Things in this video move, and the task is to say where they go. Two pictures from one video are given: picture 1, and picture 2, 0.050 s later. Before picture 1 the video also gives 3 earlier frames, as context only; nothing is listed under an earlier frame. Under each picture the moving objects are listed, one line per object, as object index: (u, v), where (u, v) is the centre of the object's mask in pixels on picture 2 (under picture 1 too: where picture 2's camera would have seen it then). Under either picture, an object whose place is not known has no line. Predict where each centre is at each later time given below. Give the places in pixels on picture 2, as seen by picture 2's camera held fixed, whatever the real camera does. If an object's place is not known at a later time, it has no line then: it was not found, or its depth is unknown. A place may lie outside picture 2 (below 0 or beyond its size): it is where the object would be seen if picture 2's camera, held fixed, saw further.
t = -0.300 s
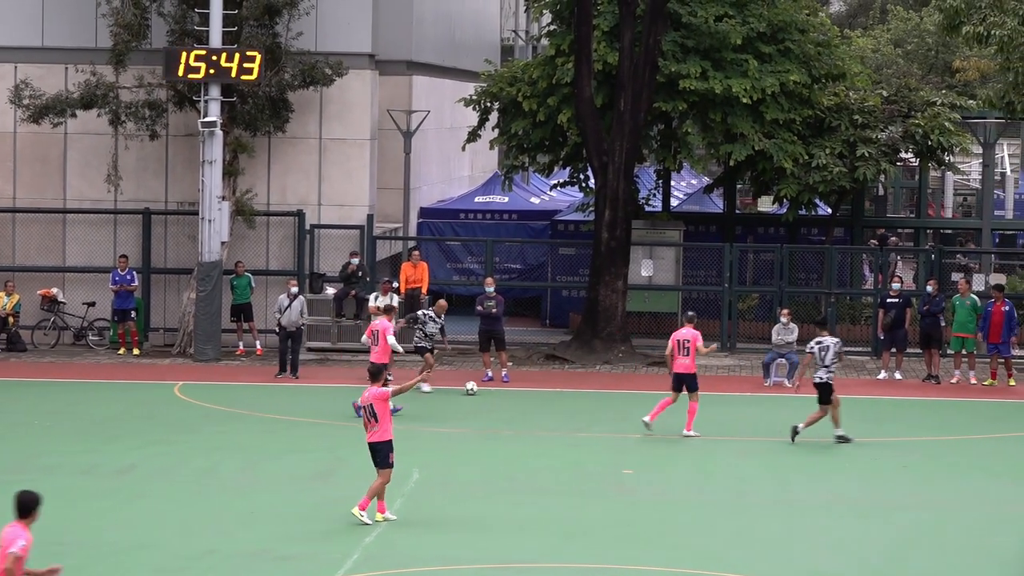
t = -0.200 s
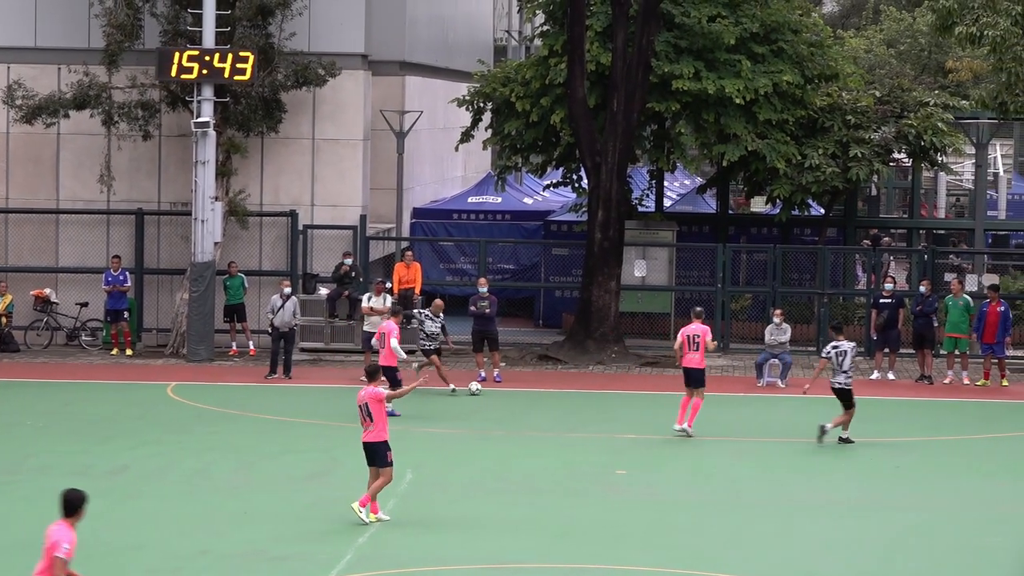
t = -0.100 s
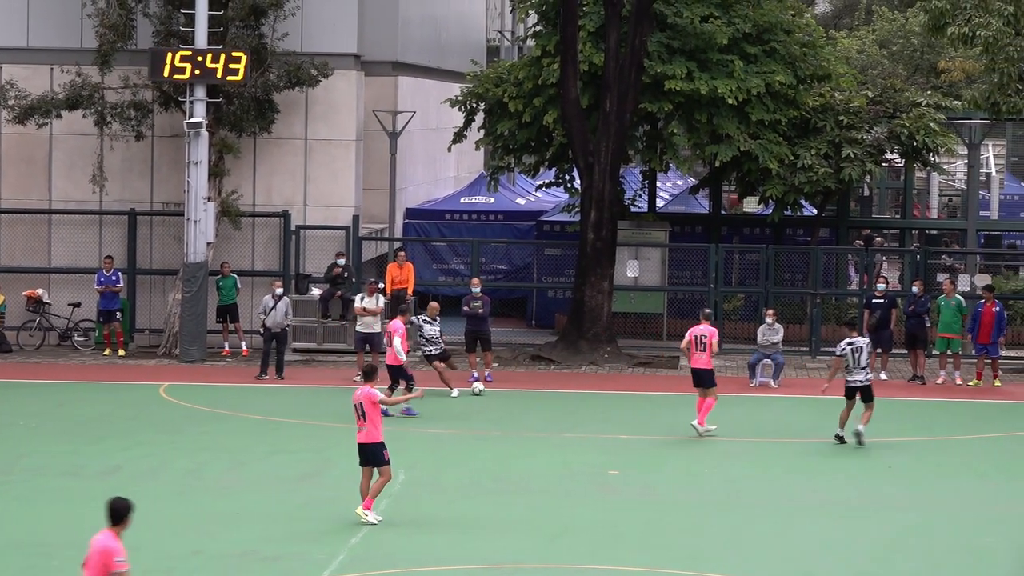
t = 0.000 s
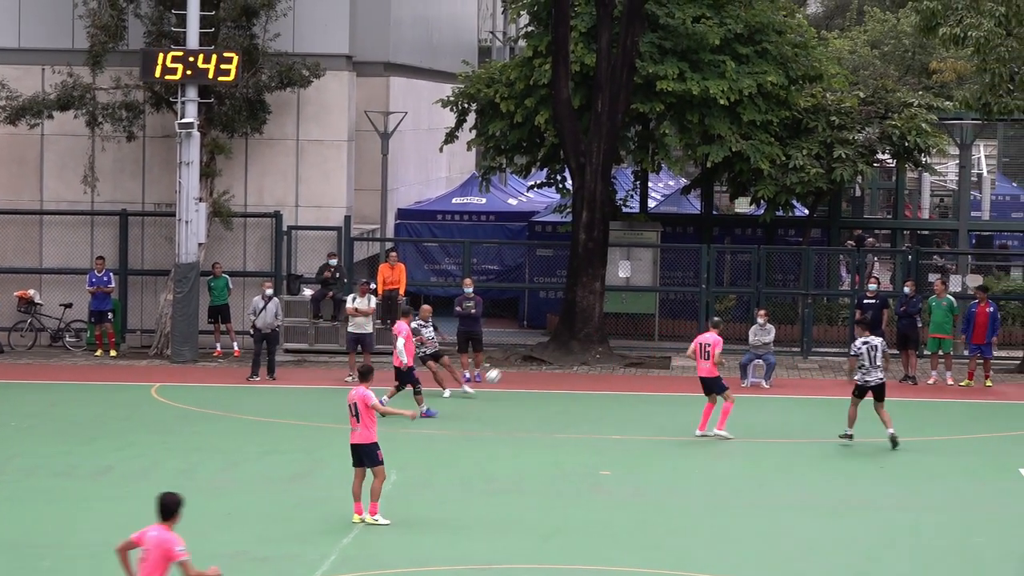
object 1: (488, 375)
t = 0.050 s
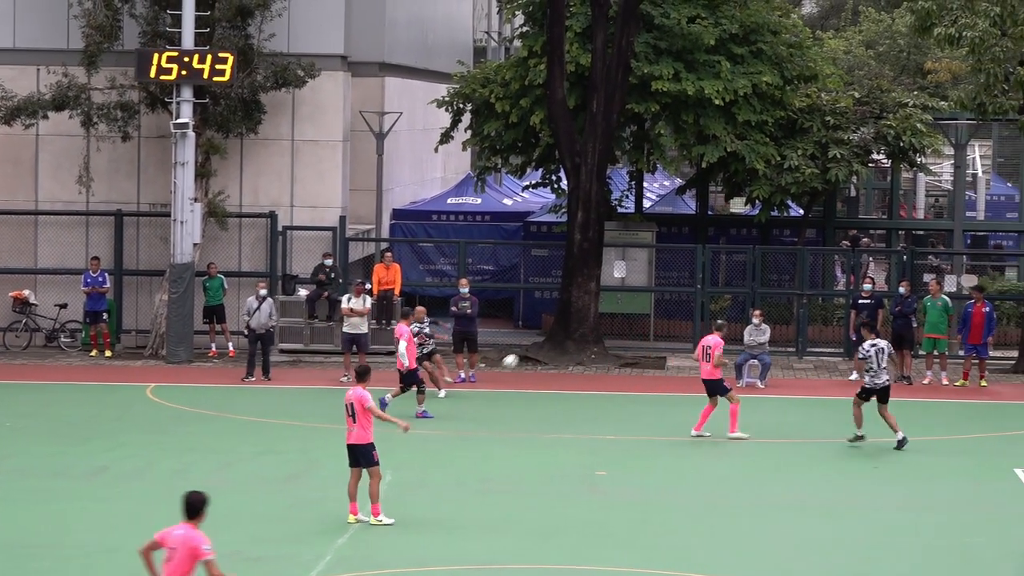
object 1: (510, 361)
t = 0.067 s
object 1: (517, 357)
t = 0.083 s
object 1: (525, 352)
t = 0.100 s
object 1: (533, 347)
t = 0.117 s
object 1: (541, 342)
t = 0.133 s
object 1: (549, 338)
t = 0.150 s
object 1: (557, 333)
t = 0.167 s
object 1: (564, 329)
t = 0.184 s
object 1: (572, 325)
